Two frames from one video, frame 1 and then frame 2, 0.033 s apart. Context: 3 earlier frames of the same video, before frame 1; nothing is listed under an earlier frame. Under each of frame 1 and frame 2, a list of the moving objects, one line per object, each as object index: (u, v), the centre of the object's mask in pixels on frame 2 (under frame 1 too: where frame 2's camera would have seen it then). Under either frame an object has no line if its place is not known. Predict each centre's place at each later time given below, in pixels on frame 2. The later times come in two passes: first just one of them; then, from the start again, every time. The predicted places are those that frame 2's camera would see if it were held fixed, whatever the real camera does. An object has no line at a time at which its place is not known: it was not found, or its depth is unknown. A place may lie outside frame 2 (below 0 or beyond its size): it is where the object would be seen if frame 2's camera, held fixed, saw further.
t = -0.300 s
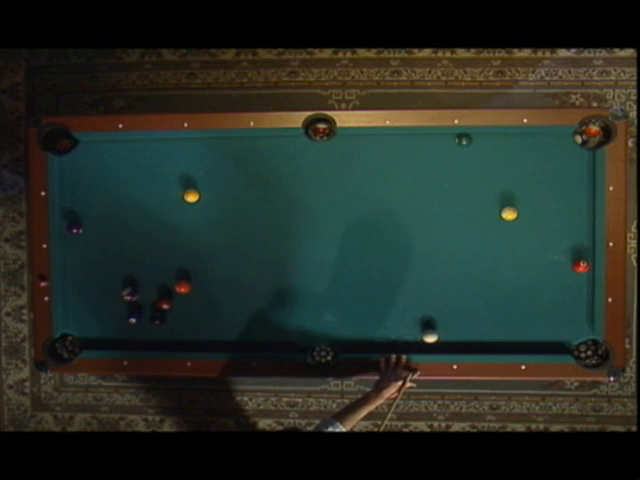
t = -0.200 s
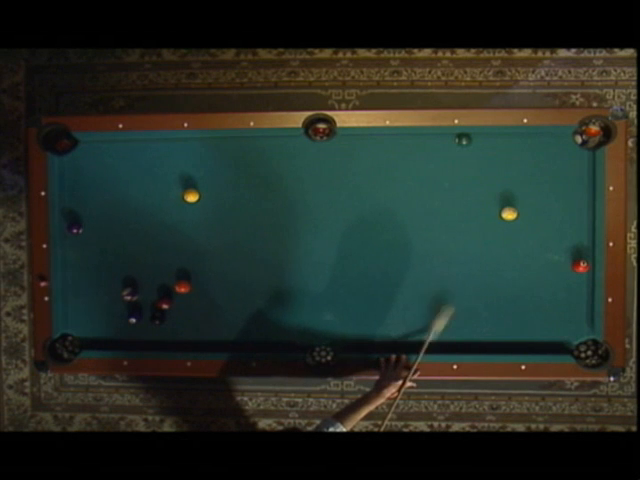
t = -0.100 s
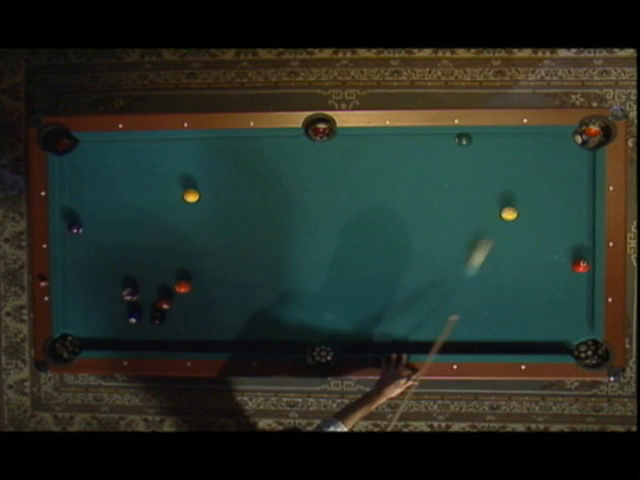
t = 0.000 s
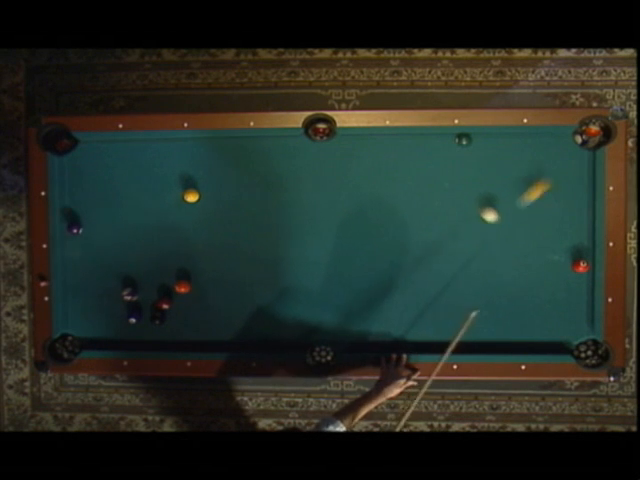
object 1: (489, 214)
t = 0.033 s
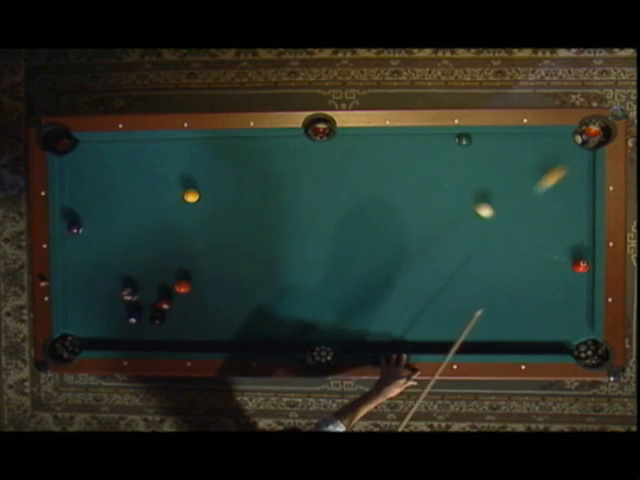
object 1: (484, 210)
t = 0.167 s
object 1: (466, 198)
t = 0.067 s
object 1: (479, 206)
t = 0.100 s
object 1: (475, 202)
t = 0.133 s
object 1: (470, 200)
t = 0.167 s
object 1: (466, 198)
